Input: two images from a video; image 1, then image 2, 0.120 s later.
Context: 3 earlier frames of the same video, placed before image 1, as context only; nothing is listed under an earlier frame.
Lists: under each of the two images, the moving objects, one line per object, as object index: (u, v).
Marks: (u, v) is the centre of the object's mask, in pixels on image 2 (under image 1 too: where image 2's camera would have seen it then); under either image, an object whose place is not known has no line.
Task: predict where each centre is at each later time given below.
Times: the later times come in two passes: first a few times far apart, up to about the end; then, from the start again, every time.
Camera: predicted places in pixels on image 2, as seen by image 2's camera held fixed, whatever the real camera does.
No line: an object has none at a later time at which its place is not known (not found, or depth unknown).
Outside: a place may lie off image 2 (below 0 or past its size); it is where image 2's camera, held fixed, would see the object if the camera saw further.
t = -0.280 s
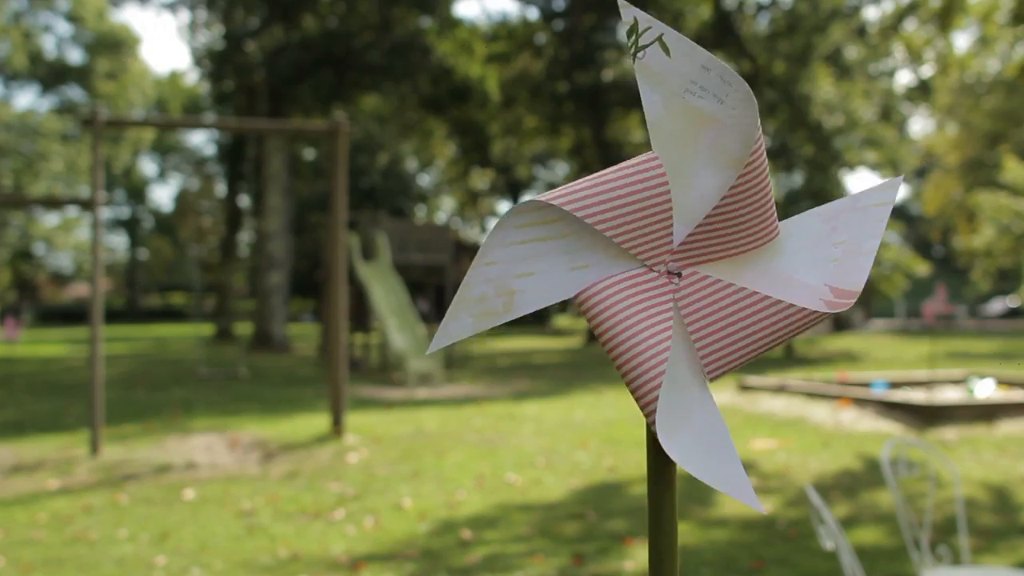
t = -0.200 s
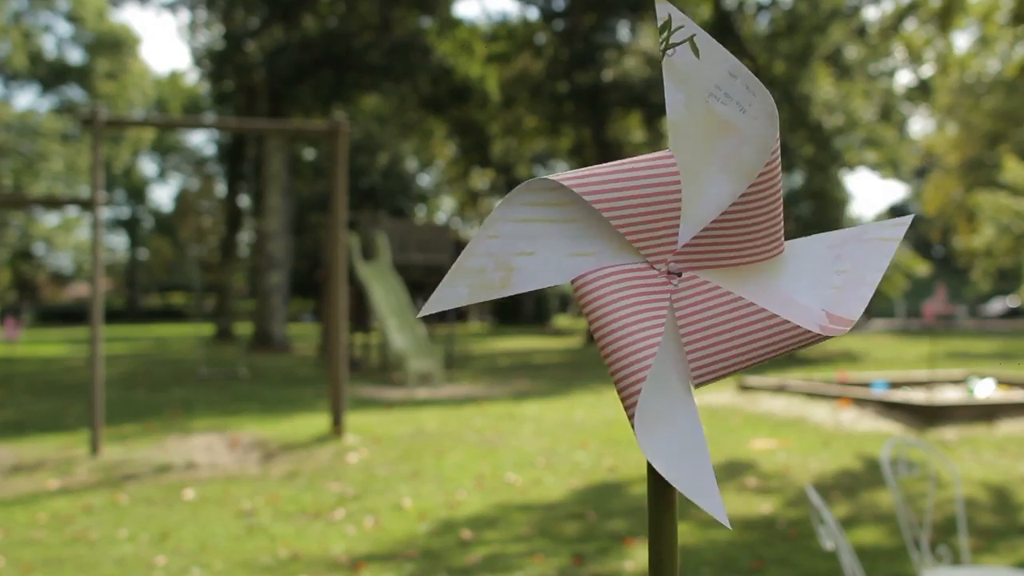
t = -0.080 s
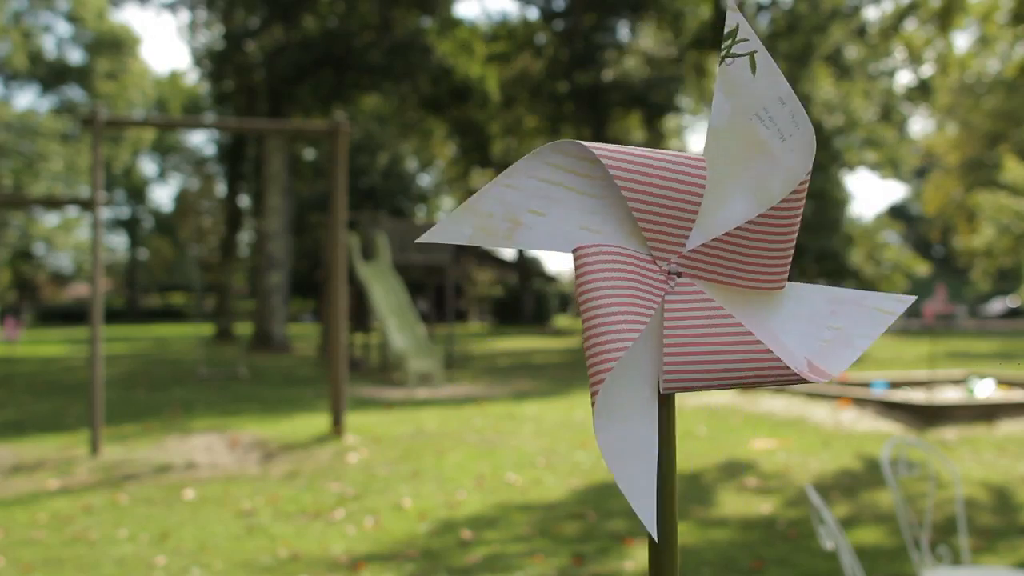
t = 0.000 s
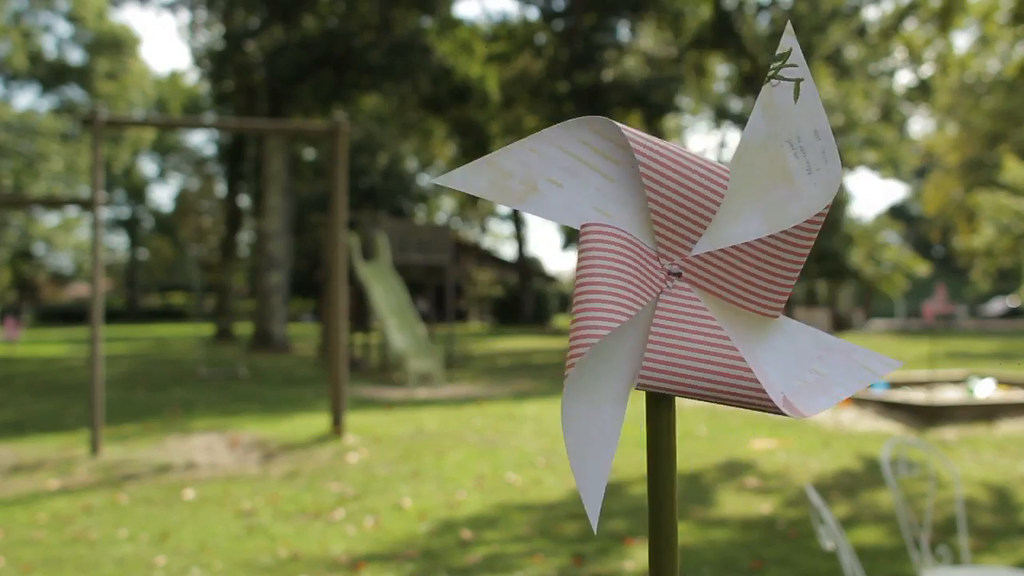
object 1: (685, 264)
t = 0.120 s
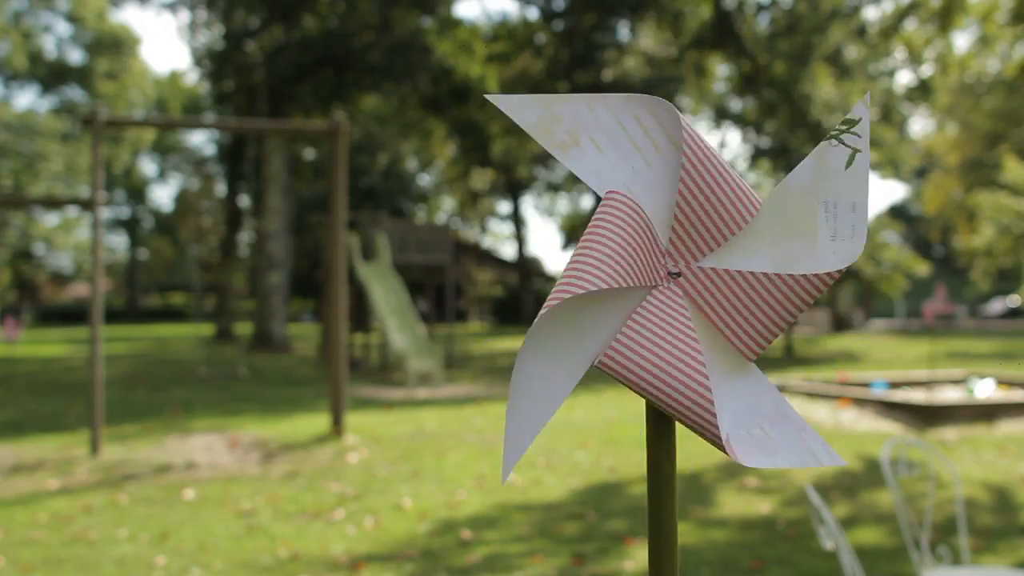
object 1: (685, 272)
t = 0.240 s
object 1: (682, 280)
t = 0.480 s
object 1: (666, 287)
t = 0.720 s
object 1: (660, 281)
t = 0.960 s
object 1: (662, 282)
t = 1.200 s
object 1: (666, 284)
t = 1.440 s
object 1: (671, 284)
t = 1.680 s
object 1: (674, 284)
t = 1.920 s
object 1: (673, 285)
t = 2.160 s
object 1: (673, 286)
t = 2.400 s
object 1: (672, 287)
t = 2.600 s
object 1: (672, 287)
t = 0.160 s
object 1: (685, 275)
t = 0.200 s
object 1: (684, 279)
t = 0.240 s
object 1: (682, 280)
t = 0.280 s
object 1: (679, 284)
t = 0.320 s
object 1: (677, 285)
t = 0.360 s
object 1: (675, 286)
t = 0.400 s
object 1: (672, 287)
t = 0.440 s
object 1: (668, 288)
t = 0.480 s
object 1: (666, 287)
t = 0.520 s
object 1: (665, 286)
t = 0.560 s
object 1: (663, 285)
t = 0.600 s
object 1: (663, 284)
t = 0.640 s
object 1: (662, 284)
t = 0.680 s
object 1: (661, 282)
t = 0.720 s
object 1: (660, 281)
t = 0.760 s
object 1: (661, 281)
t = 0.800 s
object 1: (662, 281)
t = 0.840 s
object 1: (661, 281)
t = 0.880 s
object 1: (661, 281)
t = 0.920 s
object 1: (662, 282)
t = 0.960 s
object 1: (662, 282)
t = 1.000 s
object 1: (664, 281)
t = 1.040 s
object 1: (664, 282)
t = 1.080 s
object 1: (665, 282)
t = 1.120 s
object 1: (665, 283)
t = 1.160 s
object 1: (667, 284)
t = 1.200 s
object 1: (666, 284)
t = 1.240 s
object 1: (667, 284)
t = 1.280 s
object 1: (668, 284)
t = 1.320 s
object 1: (670, 284)
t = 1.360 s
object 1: (670, 285)
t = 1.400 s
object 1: (671, 284)
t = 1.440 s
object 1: (671, 284)
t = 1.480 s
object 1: (672, 284)
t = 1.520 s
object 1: (671, 285)
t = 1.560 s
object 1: (672, 285)
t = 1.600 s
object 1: (672, 285)
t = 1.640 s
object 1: (673, 284)
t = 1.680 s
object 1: (674, 284)
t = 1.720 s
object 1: (674, 284)
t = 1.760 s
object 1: (673, 285)
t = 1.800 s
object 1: (673, 285)
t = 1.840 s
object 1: (674, 285)
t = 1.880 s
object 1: (673, 285)
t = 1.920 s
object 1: (673, 285)
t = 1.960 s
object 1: (674, 285)
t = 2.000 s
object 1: (674, 286)
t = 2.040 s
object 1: (673, 286)
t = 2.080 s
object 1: (674, 286)
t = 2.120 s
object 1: (673, 285)
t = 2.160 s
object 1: (673, 286)
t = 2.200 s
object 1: (673, 286)
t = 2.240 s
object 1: (672, 287)
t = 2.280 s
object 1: (672, 287)
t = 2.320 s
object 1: (673, 286)
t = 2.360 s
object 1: (673, 286)
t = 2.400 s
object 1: (672, 287)
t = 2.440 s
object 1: (672, 287)
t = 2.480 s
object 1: (672, 287)
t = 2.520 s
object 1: (672, 286)
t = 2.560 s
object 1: (672, 287)
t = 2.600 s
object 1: (672, 287)
